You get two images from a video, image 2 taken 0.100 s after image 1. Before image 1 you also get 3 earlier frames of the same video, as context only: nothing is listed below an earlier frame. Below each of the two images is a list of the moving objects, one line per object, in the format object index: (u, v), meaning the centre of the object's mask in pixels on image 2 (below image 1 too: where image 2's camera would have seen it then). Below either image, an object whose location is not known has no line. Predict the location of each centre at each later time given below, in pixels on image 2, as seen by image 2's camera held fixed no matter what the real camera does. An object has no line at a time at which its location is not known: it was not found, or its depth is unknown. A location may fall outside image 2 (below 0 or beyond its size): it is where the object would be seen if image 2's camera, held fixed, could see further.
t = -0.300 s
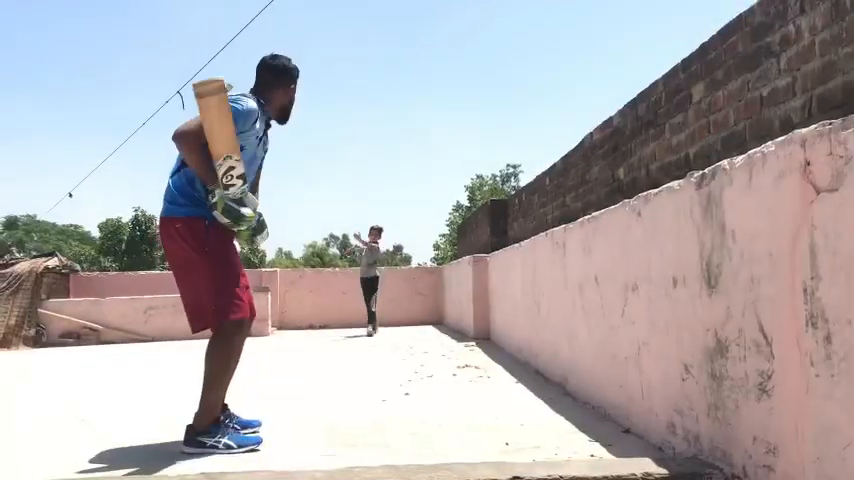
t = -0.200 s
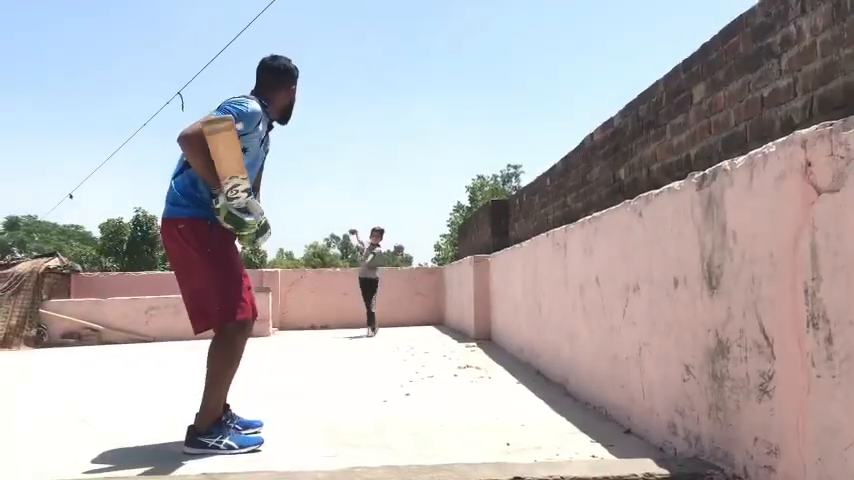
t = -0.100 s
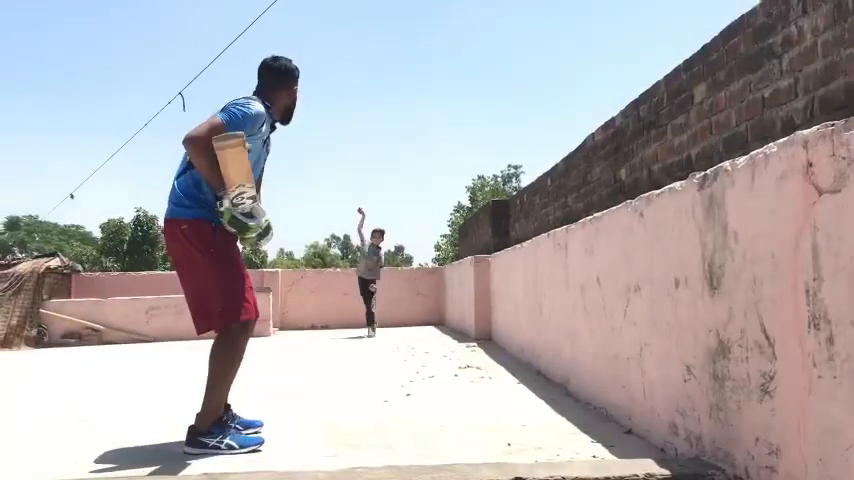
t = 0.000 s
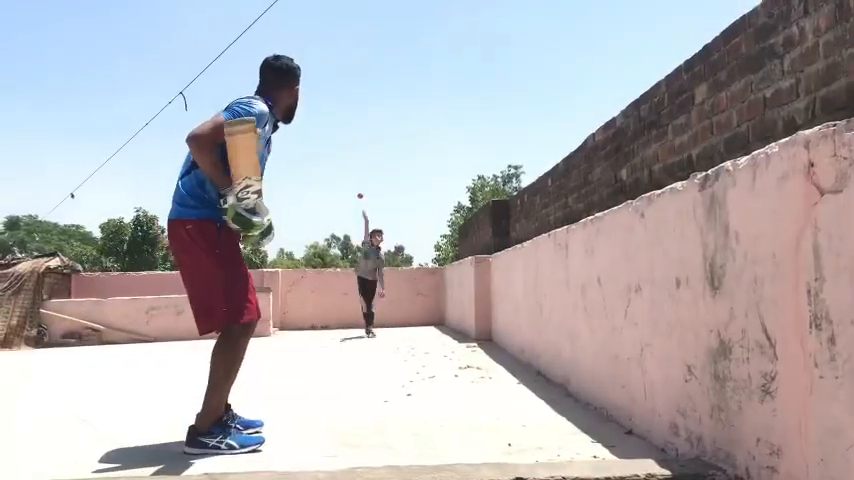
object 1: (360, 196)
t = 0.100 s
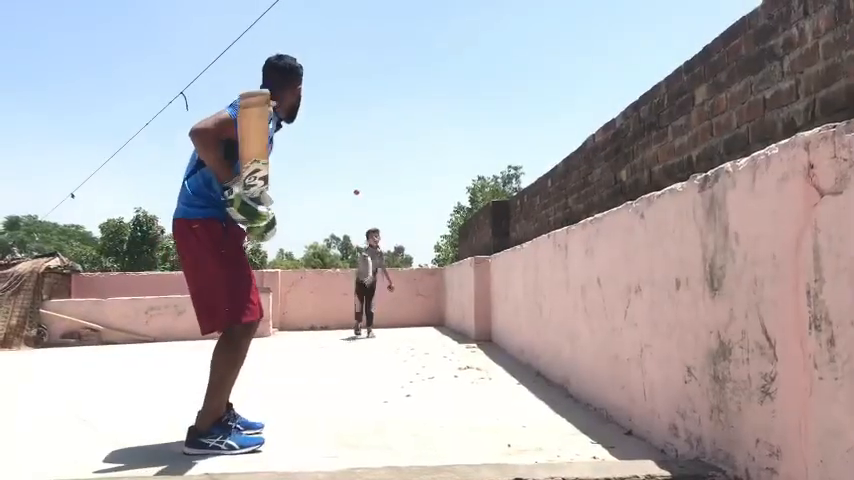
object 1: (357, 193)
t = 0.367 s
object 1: (341, 235)
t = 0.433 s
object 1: (334, 267)
